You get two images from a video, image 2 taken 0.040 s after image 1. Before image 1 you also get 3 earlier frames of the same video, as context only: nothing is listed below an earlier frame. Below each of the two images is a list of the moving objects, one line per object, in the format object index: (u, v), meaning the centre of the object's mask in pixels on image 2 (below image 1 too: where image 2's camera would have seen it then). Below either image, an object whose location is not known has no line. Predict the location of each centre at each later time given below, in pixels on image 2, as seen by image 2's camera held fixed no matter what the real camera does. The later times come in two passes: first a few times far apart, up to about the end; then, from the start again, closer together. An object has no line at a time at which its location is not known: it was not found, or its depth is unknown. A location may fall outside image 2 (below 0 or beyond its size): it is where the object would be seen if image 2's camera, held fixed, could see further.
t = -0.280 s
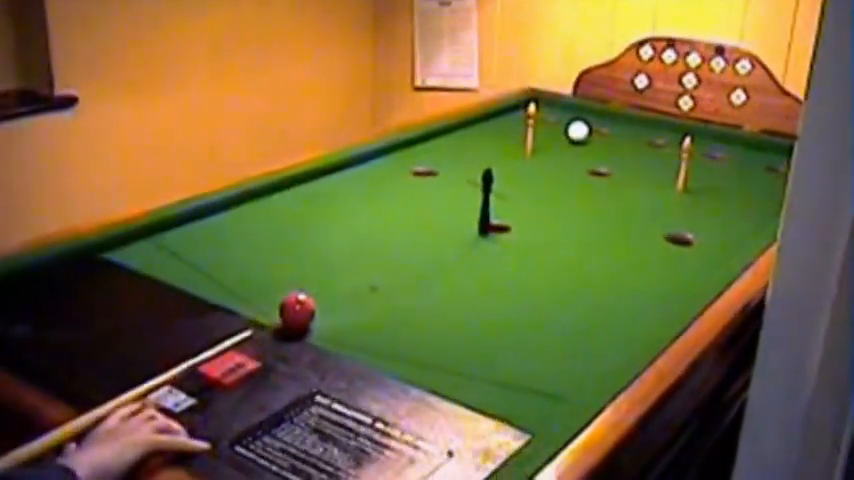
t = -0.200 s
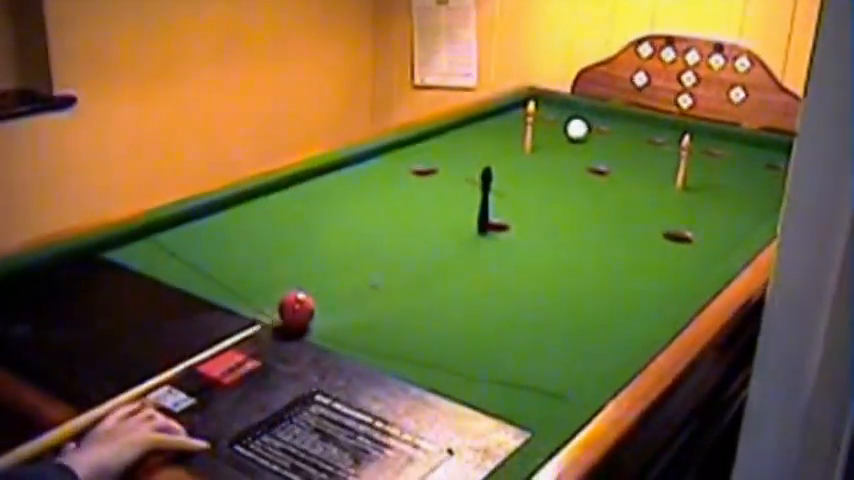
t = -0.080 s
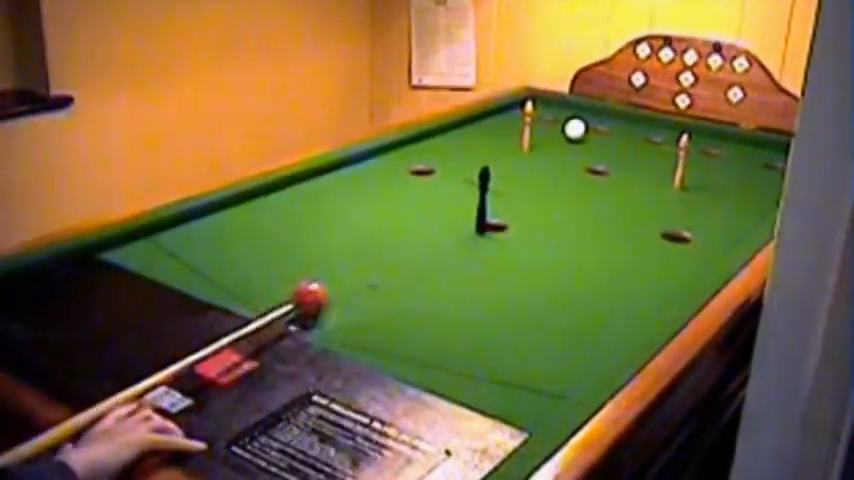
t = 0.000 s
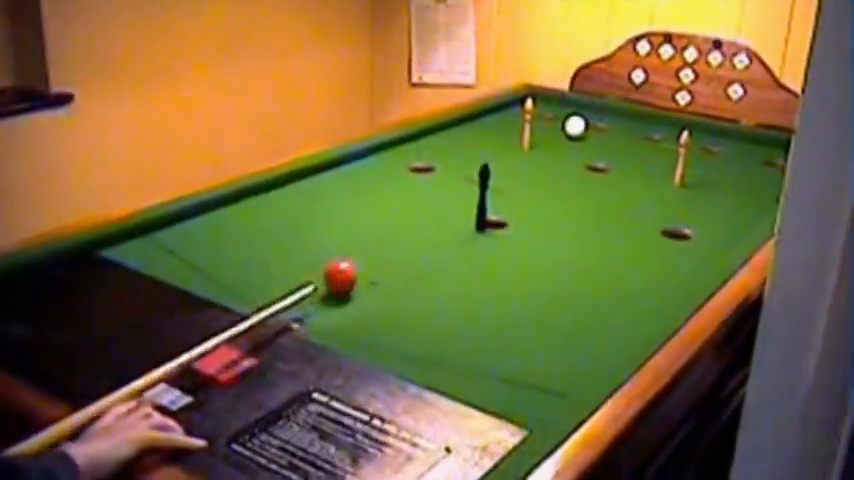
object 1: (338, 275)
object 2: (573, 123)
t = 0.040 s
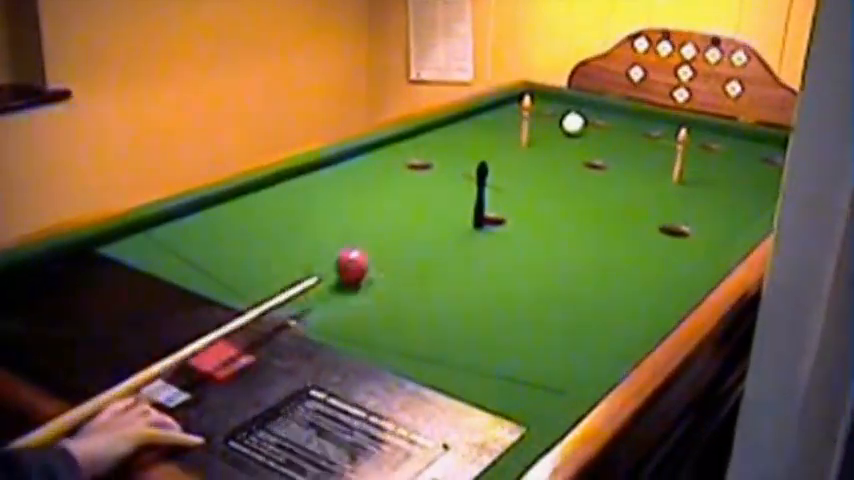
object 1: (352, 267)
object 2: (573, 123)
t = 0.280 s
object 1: (419, 223)
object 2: (573, 123)
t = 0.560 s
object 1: (477, 185)
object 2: (573, 123)
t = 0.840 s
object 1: (524, 157)
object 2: (573, 123)
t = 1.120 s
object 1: (557, 136)
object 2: (573, 122)
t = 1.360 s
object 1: (571, 129)
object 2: (583, 115)
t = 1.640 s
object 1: (577, 124)
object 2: (606, 108)
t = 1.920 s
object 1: (581, 122)
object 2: (623, 111)
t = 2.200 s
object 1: (583, 122)
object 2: (625, 117)
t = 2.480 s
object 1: (585, 121)
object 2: (628, 123)
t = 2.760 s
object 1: (585, 122)
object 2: (630, 127)
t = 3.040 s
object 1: (586, 121)
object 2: (633, 130)
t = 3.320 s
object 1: (585, 122)
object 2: (635, 133)
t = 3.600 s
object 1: (585, 122)
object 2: (635, 134)
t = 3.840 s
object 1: (585, 121)
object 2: (635, 134)
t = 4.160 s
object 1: (585, 121)
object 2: (635, 135)
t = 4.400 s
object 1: (585, 121)
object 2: (635, 135)
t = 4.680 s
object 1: (585, 121)
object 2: (634, 134)
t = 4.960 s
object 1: (585, 121)
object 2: (635, 135)
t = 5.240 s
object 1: (585, 121)
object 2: (635, 134)
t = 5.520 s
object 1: (585, 121)
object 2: (635, 134)
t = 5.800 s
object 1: (585, 121)
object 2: (635, 134)
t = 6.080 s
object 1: (585, 121)
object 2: (635, 134)
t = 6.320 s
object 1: (584, 121)
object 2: (635, 134)
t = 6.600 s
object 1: (585, 121)
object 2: (635, 134)
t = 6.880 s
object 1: (585, 121)
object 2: (635, 134)
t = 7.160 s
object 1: (585, 121)
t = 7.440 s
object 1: (583, 121)
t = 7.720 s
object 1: (583, 121)
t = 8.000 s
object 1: (583, 121)
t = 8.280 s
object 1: (583, 120)
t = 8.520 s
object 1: (583, 120)
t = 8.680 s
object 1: (583, 120)
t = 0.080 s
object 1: (364, 259)
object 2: (573, 123)
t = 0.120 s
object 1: (376, 251)
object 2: (573, 123)
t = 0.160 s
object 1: (388, 244)
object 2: (573, 123)
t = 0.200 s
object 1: (399, 237)
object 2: (573, 123)
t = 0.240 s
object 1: (409, 231)
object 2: (573, 123)
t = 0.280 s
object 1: (419, 223)
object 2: (573, 123)
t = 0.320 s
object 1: (429, 218)
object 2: (573, 123)
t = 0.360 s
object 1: (438, 212)
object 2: (573, 123)
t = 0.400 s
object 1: (446, 207)
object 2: (573, 123)
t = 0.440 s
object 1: (455, 201)
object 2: (573, 123)
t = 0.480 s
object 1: (463, 196)
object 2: (573, 123)
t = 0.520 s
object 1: (467, 191)
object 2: (573, 123)
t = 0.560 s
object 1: (477, 185)
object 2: (573, 123)
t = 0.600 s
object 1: (493, 182)
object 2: (573, 123)
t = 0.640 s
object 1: (496, 176)
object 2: (573, 123)
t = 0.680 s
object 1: (500, 172)
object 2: (573, 123)
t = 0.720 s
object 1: (506, 168)
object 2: (573, 123)
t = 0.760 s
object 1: (512, 165)
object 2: (573, 123)
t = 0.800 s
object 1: (519, 161)
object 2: (573, 123)
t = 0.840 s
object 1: (524, 157)
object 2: (573, 123)
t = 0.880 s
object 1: (529, 153)
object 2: (573, 123)
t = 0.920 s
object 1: (535, 151)
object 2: (573, 123)
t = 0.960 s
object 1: (540, 147)
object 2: (573, 123)
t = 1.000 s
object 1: (545, 144)
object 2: (573, 123)
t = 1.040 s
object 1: (550, 141)
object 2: (573, 123)
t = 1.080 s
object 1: (554, 138)
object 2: (573, 123)
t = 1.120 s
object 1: (557, 136)
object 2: (573, 122)
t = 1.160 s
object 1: (562, 133)
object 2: (574, 121)
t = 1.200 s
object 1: (566, 132)
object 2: (575, 120)
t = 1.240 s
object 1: (567, 131)
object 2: (578, 119)
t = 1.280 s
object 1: (569, 130)
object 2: (580, 117)
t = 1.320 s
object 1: (570, 130)
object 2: (581, 116)
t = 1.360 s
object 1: (571, 129)
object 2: (583, 115)
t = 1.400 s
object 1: (572, 128)
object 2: (584, 114)
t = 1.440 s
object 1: (573, 127)
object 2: (586, 113)
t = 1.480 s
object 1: (574, 127)
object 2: (588, 112)
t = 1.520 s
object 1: (575, 127)
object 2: (590, 111)
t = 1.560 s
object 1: (576, 126)
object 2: (595, 110)
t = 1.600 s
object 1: (577, 126)
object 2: (601, 109)
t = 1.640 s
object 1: (577, 124)
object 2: (606, 108)
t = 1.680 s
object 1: (578, 125)
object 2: (611, 108)
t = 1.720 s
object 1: (578, 124)
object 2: (616, 107)
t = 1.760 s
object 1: (579, 124)
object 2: (621, 108)
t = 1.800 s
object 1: (579, 123)
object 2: (622, 108)
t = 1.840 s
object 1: (580, 123)
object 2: (622, 109)
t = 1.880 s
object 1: (580, 123)
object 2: (623, 110)
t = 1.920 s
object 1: (581, 122)
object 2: (623, 111)
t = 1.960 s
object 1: (581, 122)
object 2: (623, 112)
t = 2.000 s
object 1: (582, 122)
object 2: (623, 113)
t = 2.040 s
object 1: (582, 122)
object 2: (624, 114)
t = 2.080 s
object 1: (582, 121)
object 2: (624, 115)
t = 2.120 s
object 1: (583, 121)
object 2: (624, 116)
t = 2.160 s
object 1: (583, 121)
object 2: (625, 116)
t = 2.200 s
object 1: (583, 122)
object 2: (625, 117)
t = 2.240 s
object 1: (584, 122)
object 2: (626, 118)
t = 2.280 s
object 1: (584, 121)
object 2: (625, 119)
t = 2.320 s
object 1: (584, 121)
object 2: (626, 120)
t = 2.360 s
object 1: (584, 121)
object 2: (626, 121)
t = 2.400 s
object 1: (585, 121)
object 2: (626, 121)
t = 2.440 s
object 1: (585, 121)
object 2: (627, 122)
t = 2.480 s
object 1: (585, 121)
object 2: (628, 123)
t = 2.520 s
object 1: (585, 121)
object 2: (628, 123)
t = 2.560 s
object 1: (585, 121)
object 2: (628, 124)
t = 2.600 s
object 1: (585, 122)
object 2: (628, 125)
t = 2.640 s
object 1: (585, 121)
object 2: (629, 125)
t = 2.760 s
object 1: (585, 122)
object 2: (630, 127)
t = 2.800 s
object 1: (585, 121)
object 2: (631, 128)
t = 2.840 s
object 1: (585, 121)
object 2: (631, 128)
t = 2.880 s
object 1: (585, 122)
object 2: (631, 129)
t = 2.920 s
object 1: (585, 121)
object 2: (632, 129)
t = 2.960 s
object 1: (586, 121)
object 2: (632, 130)
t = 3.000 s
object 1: (586, 121)
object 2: (632, 130)
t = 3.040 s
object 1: (586, 121)
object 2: (633, 130)
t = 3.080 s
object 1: (586, 122)
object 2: (633, 131)
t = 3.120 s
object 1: (586, 121)
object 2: (633, 131)
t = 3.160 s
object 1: (586, 122)
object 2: (634, 132)
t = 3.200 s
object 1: (586, 122)
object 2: (634, 132)
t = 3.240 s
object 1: (586, 122)
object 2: (634, 133)
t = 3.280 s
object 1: (586, 122)
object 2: (635, 133)
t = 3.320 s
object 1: (585, 122)
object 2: (635, 133)
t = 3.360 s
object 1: (585, 121)
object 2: (635, 133)
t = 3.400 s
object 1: (585, 122)
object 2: (635, 133)
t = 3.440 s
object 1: (585, 122)
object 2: (635, 134)
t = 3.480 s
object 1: (585, 121)
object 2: (635, 134)
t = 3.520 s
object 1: (585, 121)
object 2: (635, 134)
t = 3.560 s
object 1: (585, 121)
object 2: (635, 134)
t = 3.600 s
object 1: (585, 122)
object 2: (635, 134)
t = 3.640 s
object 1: (585, 121)
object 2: (635, 134)
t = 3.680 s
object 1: (585, 121)
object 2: (635, 134)
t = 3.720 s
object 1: (585, 121)
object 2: (635, 134)
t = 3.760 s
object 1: (585, 122)
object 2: (635, 134)
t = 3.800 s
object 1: (585, 122)
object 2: (635, 134)
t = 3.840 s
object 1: (585, 121)
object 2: (635, 134)
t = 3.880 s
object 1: (585, 121)
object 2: (635, 134)
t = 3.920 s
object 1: (585, 121)
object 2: (635, 134)
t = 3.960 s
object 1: (585, 121)
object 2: (635, 134)
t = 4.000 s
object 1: (585, 121)
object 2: (635, 134)
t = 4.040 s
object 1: (585, 121)
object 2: (635, 134)
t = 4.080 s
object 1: (585, 121)
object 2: (634, 134)
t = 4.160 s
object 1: (585, 121)
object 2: (635, 135)
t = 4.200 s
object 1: (585, 121)
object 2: (634, 134)
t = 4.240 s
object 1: (585, 121)
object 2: (635, 134)
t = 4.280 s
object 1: (585, 121)
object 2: (635, 134)
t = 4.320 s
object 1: (586, 121)
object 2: (634, 135)
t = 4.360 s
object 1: (586, 121)
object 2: (635, 134)
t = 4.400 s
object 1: (585, 121)
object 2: (635, 135)
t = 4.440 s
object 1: (585, 121)
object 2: (635, 135)
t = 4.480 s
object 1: (585, 121)
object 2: (635, 135)
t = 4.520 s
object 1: (585, 121)
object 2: (635, 135)
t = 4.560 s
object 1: (585, 121)
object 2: (635, 134)
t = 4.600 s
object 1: (585, 121)
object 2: (635, 134)
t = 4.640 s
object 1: (585, 121)
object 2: (635, 134)
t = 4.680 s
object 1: (585, 121)
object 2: (634, 134)
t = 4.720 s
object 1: (585, 121)
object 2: (634, 134)
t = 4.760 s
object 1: (585, 121)
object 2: (635, 134)
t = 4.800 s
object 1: (585, 121)
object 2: (635, 134)
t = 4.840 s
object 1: (585, 121)
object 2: (635, 134)
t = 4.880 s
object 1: (585, 121)
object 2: (635, 134)
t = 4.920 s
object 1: (585, 121)
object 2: (635, 135)
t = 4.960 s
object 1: (585, 121)
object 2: (635, 135)
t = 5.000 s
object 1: (585, 121)
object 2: (635, 135)
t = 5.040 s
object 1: (585, 121)
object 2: (635, 134)
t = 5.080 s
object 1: (585, 121)
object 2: (635, 135)
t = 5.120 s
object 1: (585, 121)
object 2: (635, 135)
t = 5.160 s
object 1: (585, 121)
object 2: (635, 135)
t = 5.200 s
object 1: (585, 121)
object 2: (635, 134)
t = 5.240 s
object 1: (585, 121)
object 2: (635, 134)
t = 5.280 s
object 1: (585, 121)
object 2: (635, 134)
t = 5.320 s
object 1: (585, 121)
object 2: (635, 134)
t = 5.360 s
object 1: (585, 121)
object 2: (635, 135)
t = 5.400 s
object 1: (585, 121)
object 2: (635, 135)
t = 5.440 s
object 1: (585, 121)
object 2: (635, 135)
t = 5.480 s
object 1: (585, 121)
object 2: (635, 135)
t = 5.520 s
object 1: (585, 121)
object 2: (635, 134)
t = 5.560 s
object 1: (585, 121)
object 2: (635, 135)
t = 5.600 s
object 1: (585, 121)
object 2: (635, 134)
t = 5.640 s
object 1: (585, 121)
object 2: (635, 135)
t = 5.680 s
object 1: (585, 121)
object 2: (635, 135)
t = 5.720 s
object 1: (585, 121)
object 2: (635, 134)
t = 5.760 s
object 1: (585, 121)
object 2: (635, 134)
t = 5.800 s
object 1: (585, 121)
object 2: (635, 134)
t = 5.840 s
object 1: (584, 121)
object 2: (635, 134)
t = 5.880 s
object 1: (585, 121)
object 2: (635, 134)
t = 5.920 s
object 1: (585, 121)
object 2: (635, 134)
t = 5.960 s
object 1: (585, 122)
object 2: (635, 134)
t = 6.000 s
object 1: (585, 121)
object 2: (635, 134)
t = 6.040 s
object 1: (584, 121)
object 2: (635, 134)
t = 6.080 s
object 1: (585, 121)
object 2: (635, 134)
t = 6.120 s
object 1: (584, 121)
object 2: (635, 134)
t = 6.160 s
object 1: (584, 121)
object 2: (636, 134)
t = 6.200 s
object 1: (585, 121)
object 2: (635, 134)
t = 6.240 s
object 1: (585, 121)
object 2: (635, 134)
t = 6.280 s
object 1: (585, 121)
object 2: (635, 135)
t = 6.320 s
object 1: (584, 121)
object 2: (635, 134)
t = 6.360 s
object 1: (585, 121)
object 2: (635, 134)
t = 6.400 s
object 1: (585, 121)
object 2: (635, 135)
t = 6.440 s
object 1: (585, 120)
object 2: (635, 134)
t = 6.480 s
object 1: (585, 120)
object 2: (635, 135)
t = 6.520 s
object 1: (585, 121)
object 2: (635, 134)
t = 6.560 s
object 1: (585, 122)
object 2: (635, 134)
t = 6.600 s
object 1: (585, 121)
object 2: (635, 134)
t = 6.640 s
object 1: (584, 121)
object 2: (635, 134)
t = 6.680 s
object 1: (585, 121)
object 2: (635, 134)
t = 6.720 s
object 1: (585, 121)
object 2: (635, 134)
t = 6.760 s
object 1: (585, 121)
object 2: (635, 134)
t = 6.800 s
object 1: (585, 121)
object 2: (635, 134)
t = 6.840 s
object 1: (585, 121)
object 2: (635, 134)
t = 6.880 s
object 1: (585, 121)
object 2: (635, 134)
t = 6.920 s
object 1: (585, 121)
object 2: (635, 134)
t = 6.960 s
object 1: (585, 121)
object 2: (635, 134)
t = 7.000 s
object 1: (584, 120)
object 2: (635, 134)
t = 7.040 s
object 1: (584, 121)
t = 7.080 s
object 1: (584, 121)
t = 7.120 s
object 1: (584, 121)
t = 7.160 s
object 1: (585, 121)
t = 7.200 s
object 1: (584, 122)
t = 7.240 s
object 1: (583, 121)
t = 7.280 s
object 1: (583, 121)
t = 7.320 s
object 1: (583, 121)
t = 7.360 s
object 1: (583, 121)
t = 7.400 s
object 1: (583, 121)
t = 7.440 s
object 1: (583, 121)
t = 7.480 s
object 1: (583, 121)
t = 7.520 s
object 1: (583, 121)
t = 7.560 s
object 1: (583, 121)
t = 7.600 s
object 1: (583, 121)
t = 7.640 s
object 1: (583, 121)
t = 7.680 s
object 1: (583, 121)
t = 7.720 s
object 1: (583, 121)
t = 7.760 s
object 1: (583, 121)
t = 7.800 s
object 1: (582, 121)
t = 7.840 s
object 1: (582, 121)
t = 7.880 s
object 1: (583, 121)
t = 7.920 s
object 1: (583, 121)
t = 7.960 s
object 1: (583, 121)
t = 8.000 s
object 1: (583, 121)
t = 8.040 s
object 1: (583, 121)
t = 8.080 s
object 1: (583, 121)
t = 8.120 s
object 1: (582, 122)
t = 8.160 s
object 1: (583, 121)
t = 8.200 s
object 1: (583, 120)
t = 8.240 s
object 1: (582, 120)
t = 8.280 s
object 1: (583, 120)
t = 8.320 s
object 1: (583, 120)
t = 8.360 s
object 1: (583, 121)
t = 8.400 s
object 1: (583, 121)
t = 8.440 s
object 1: (583, 120)
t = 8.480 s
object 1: (582, 120)
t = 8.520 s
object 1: (583, 120)
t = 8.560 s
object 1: (583, 120)
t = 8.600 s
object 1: (583, 121)
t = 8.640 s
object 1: (583, 120)
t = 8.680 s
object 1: (583, 120)
